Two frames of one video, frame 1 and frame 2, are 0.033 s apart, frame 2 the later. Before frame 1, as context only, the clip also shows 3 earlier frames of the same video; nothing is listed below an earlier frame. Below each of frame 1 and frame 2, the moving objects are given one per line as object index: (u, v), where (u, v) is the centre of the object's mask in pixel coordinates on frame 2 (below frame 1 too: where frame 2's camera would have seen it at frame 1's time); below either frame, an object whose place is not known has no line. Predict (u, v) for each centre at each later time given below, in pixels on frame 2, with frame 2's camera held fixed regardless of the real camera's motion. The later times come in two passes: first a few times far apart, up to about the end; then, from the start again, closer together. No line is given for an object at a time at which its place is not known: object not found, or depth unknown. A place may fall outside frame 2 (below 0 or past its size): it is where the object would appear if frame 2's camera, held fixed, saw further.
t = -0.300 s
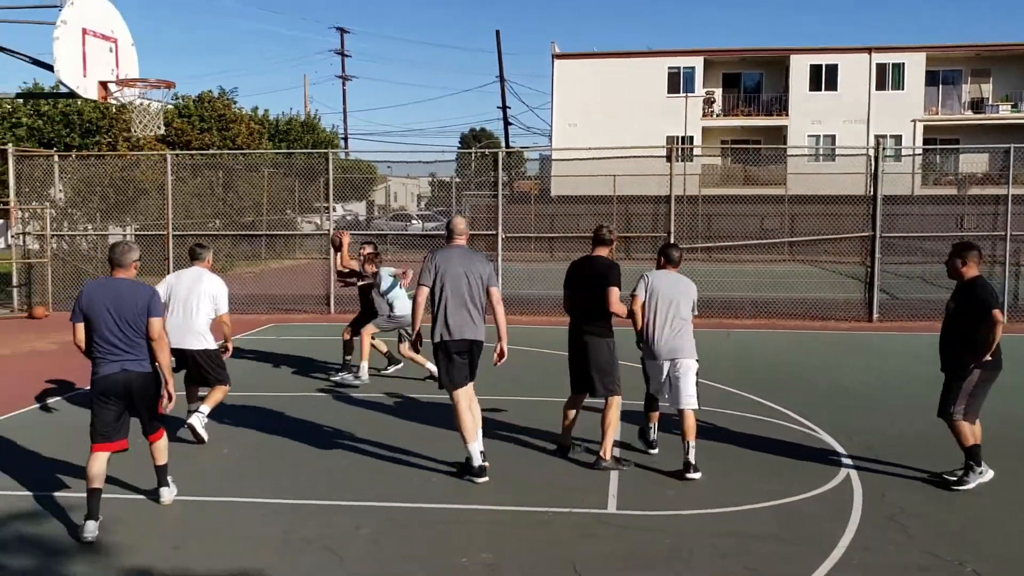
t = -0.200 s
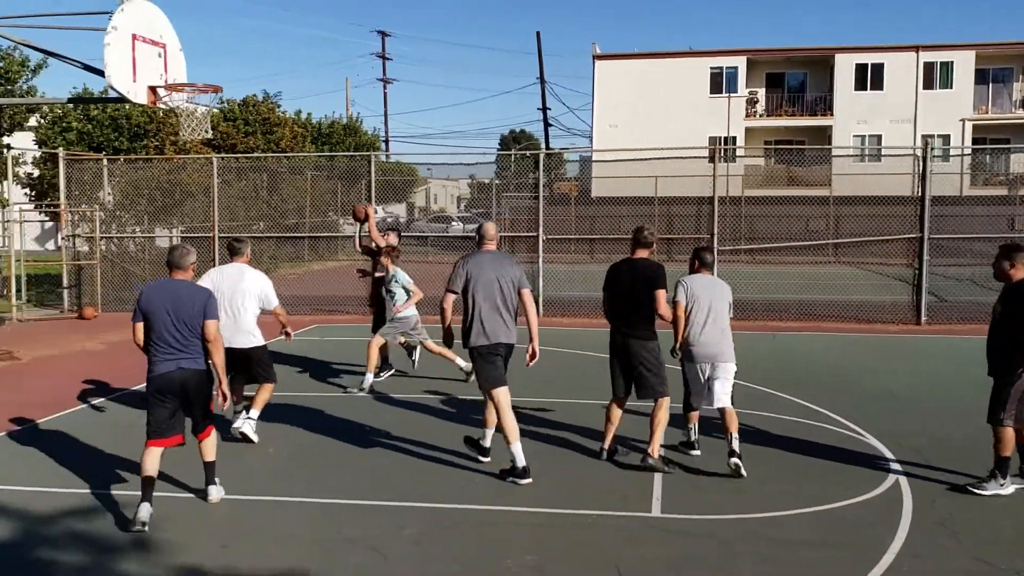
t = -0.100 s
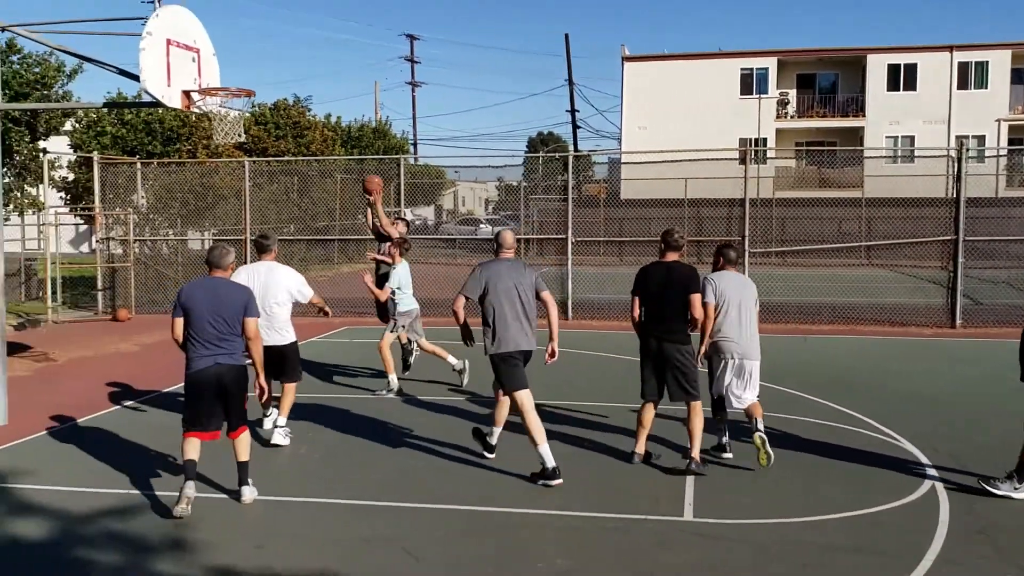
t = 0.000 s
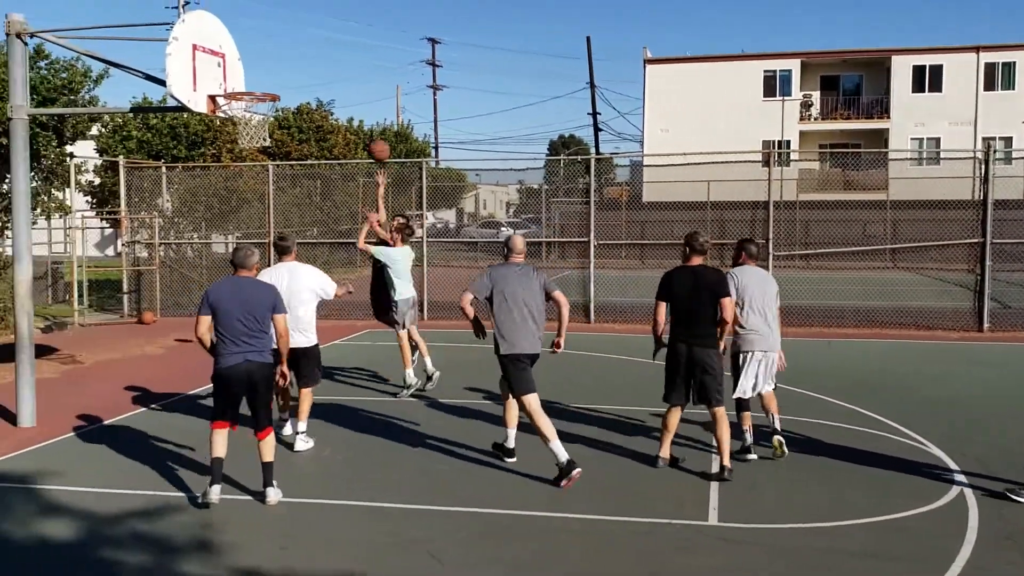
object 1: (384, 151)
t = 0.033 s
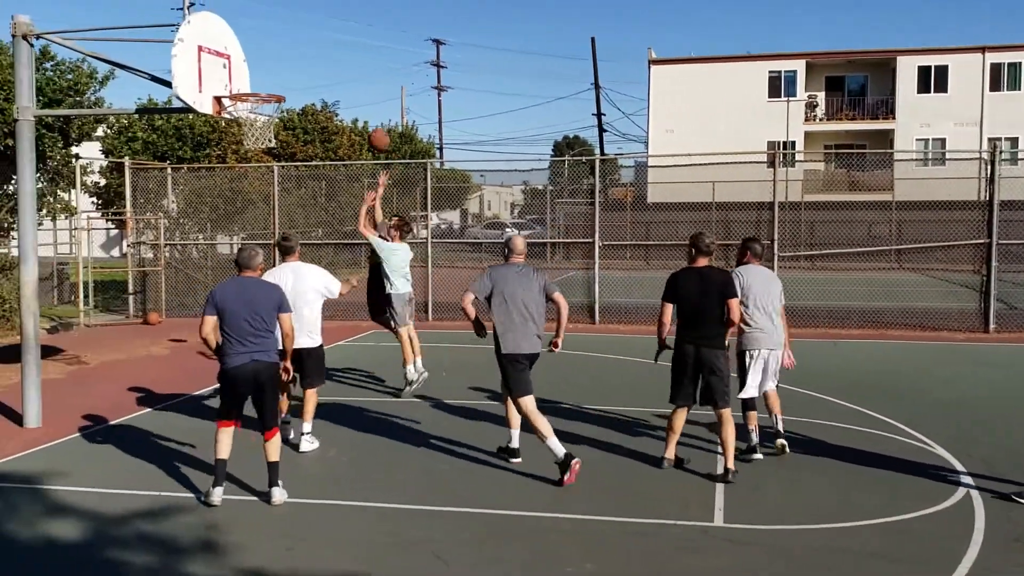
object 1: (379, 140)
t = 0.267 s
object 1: (342, 81)
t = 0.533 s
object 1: (295, 71)
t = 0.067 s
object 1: (374, 129)
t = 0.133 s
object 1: (364, 110)
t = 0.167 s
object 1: (359, 101)
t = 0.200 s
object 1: (353, 93)
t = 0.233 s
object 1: (348, 86)
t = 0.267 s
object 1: (342, 81)
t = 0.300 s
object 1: (336, 76)
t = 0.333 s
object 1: (331, 72)
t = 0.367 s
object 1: (325, 69)
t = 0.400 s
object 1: (319, 67)
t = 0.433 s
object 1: (313, 66)
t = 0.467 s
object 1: (307, 67)
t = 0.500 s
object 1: (301, 68)
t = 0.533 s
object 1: (295, 71)
